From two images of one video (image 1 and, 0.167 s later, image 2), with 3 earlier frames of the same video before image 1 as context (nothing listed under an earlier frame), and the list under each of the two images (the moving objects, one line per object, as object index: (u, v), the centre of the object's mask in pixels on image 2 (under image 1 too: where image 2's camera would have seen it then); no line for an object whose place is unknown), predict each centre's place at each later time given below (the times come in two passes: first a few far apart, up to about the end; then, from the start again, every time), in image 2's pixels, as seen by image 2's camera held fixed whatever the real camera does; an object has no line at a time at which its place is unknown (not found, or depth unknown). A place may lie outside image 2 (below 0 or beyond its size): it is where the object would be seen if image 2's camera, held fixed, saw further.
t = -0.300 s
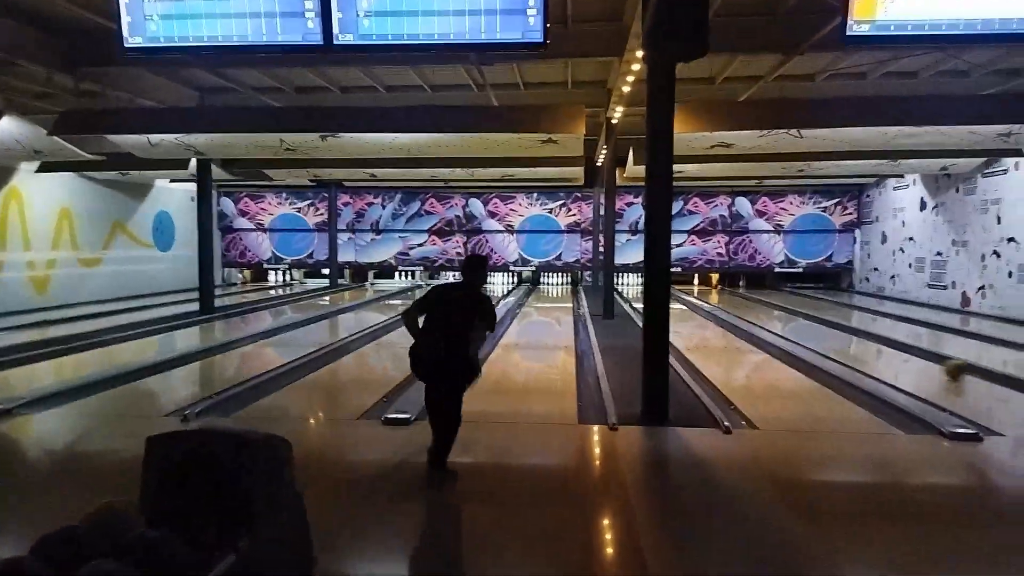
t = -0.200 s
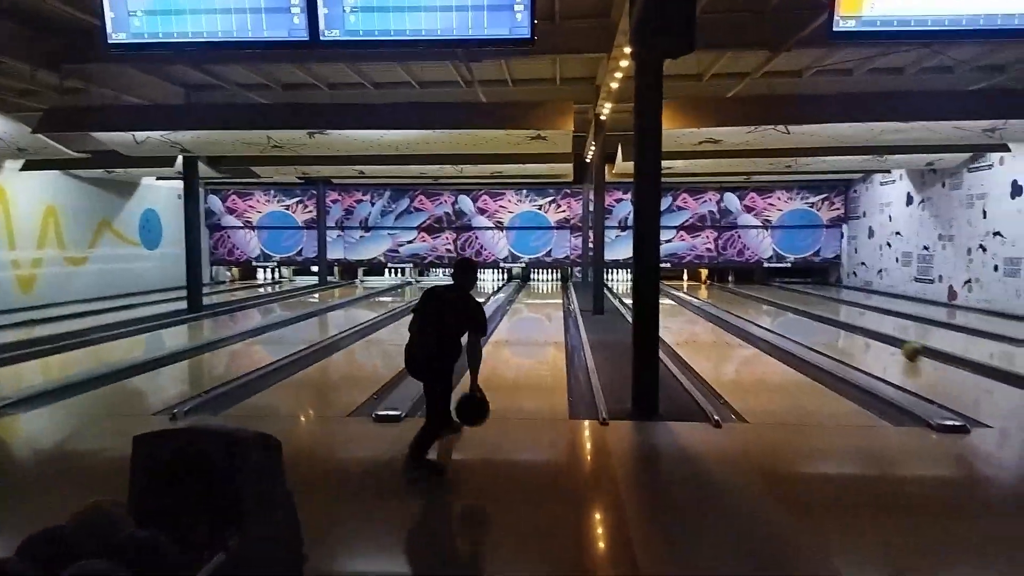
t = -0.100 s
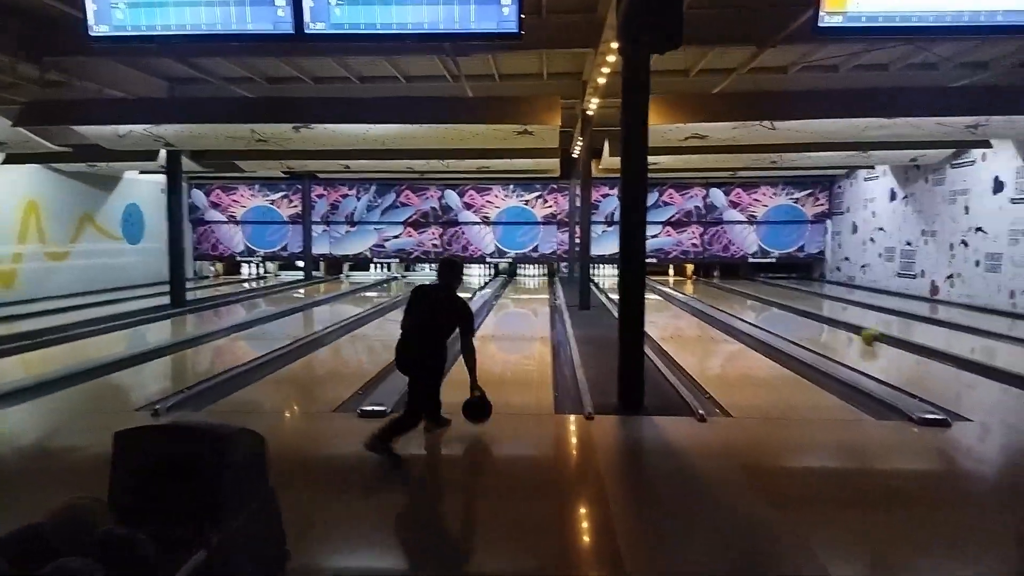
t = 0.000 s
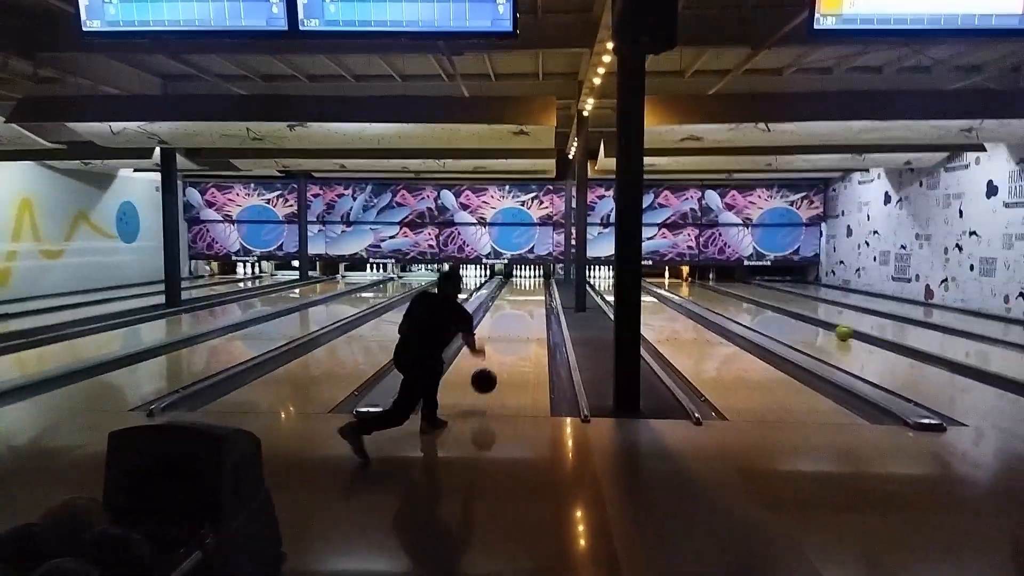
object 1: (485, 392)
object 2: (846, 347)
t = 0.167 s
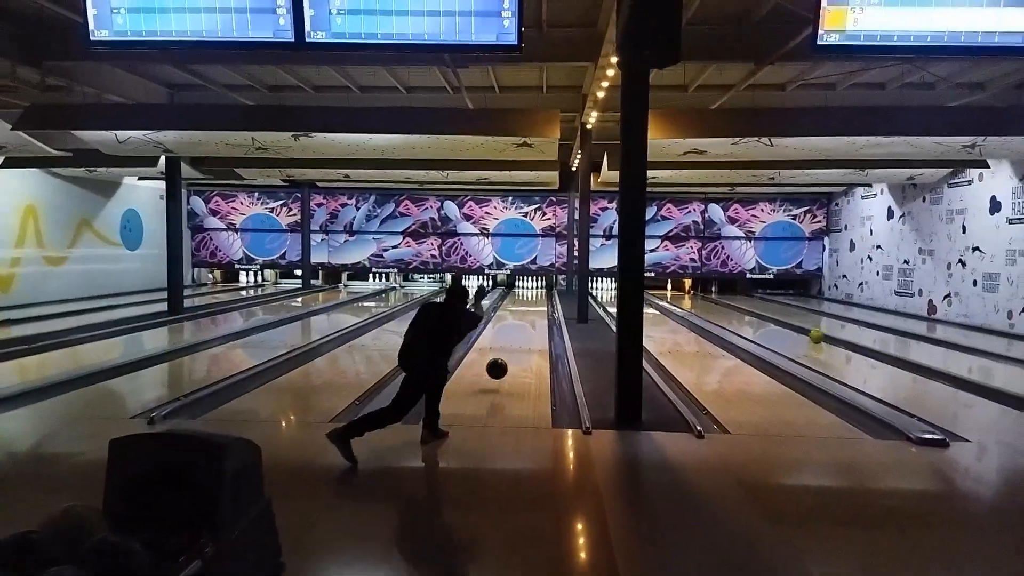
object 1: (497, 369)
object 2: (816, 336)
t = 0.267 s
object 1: (501, 366)
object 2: (801, 331)
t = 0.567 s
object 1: (512, 340)
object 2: (766, 317)
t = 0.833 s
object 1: (518, 325)
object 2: (743, 309)
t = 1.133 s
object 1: (522, 313)
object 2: (725, 303)
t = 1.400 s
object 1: (525, 306)
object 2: (709, 298)
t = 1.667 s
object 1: (527, 300)
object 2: (696, 294)
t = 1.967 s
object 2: (686, 291)
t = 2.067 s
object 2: (681, 291)
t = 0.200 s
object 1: (498, 369)
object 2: (811, 335)
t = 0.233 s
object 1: (500, 369)
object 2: (805, 333)
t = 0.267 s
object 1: (501, 366)
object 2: (801, 331)
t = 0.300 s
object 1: (503, 363)
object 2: (796, 330)
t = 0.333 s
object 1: (505, 360)
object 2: (792, 328)
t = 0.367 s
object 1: (506, 356)
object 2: (788, 326)
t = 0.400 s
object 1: (507, 353)
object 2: (784, 324)
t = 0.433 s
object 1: (508, 350)
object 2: (780, 323)
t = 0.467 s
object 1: (509, 348)
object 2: (777, 321)
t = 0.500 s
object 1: (510, 345)
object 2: (774, 320)
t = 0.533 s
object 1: (511, 343)
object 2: (769, 318)
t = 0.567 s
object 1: (512, 340)
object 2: (766, 317)
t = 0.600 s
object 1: (513, 339)
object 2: (763, 317)
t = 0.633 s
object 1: (514, 336)
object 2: (760, 315)
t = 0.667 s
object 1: (515, 334)
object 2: (757, 314)
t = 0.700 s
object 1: (515, 332)
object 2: (754, 313)
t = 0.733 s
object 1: (516, 331)
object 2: (751, 312)
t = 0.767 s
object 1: (516, 329)
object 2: (748, 311)
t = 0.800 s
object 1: (517, 327)
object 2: (745, 310)
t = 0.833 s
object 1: (518, 325)
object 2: (743, 309)
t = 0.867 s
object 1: (518, 324)
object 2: (740, 308)
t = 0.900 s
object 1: (519, 322)
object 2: (738, 307)
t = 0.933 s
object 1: (520, 321)
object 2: (736, 306)
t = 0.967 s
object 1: (520, 320)
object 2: (734, 307)
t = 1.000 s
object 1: (521, 318)
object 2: (732, 305)
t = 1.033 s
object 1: (521, 317)
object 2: (730, 305)
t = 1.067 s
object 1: (521, 316)
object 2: (728, 305)
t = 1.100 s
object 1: (521, 315)
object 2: (728, 305)
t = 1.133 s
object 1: (522, 313)
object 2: (725, 303)
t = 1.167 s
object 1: (523, 312)
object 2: (723, 303)
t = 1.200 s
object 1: (523, 312)
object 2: (720, 302)
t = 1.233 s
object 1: (523, 310)
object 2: (719, 302)
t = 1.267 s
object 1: (524, 309)
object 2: (717, 301)
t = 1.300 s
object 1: (524, 309)
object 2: (715, 300)
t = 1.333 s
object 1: (524, 308)
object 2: (713, 300)
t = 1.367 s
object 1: (525, 307)
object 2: (711, 299)
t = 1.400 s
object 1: (525, 306)
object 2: (709, 298)
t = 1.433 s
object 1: (525, 305)
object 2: (707, 298)
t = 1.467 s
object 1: (525, 304)
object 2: (705, 297)
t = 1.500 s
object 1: (526, 303)
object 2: (703, 296)
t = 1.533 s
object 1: (526, 303)
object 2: (702, 296)
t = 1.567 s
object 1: (526, 302)
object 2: (700, 295)
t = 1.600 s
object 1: (526, 301)
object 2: (699, 295)
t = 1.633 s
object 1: (526, 300)
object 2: (698, 295)
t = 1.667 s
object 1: (527, 300)
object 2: (696, 294)
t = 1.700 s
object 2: (695, 294)
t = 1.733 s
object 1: (528, 298)
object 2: (694, 293)
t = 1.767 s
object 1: (528, 297)
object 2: (692, 292)
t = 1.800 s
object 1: (528, 297)
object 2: (690, 292)
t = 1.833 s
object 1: (528, 296)
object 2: (689, 292)
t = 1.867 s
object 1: (528, 296)
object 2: (689, 292)
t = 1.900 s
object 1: (528, 295)
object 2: (687, 291)
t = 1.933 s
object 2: (686, 291)
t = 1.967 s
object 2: (686, 291)
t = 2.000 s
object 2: (684, 290)
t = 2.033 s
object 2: (682, 291)
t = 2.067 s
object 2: (681, 291)
